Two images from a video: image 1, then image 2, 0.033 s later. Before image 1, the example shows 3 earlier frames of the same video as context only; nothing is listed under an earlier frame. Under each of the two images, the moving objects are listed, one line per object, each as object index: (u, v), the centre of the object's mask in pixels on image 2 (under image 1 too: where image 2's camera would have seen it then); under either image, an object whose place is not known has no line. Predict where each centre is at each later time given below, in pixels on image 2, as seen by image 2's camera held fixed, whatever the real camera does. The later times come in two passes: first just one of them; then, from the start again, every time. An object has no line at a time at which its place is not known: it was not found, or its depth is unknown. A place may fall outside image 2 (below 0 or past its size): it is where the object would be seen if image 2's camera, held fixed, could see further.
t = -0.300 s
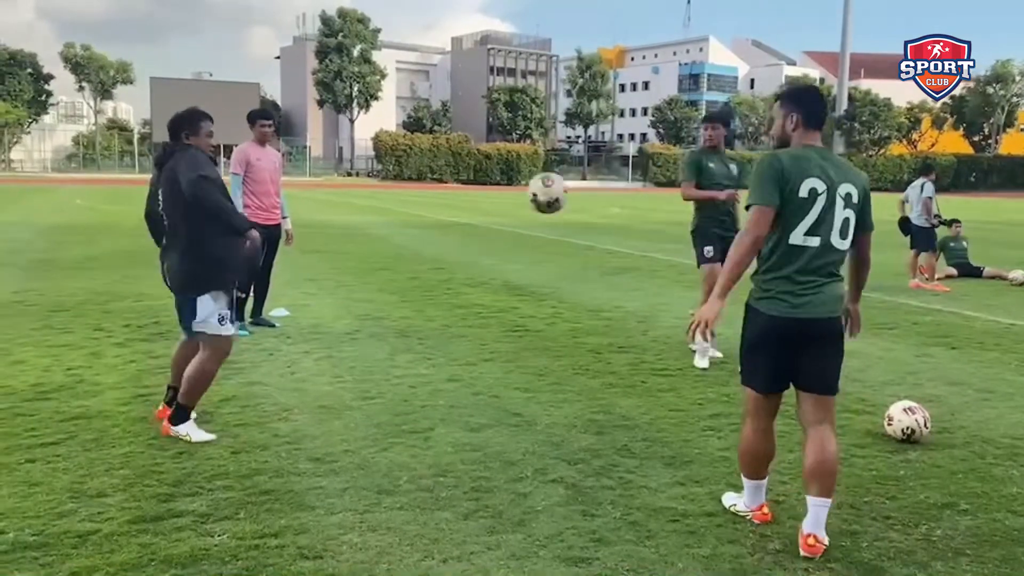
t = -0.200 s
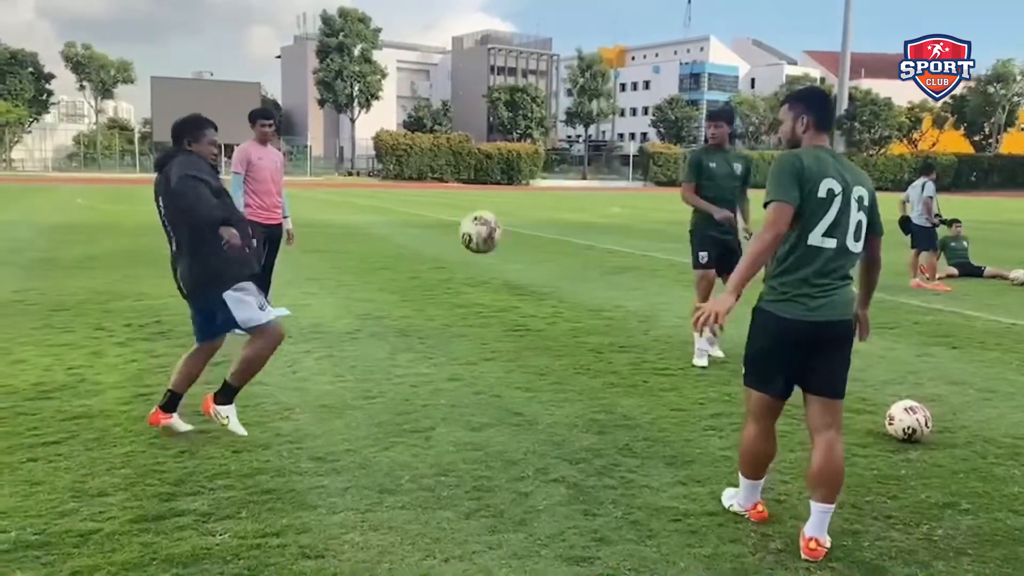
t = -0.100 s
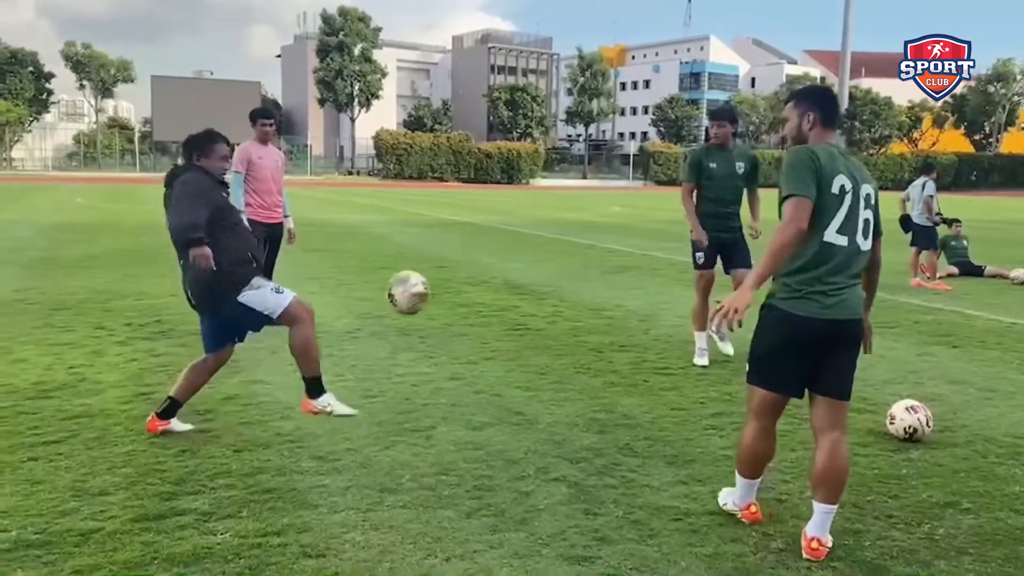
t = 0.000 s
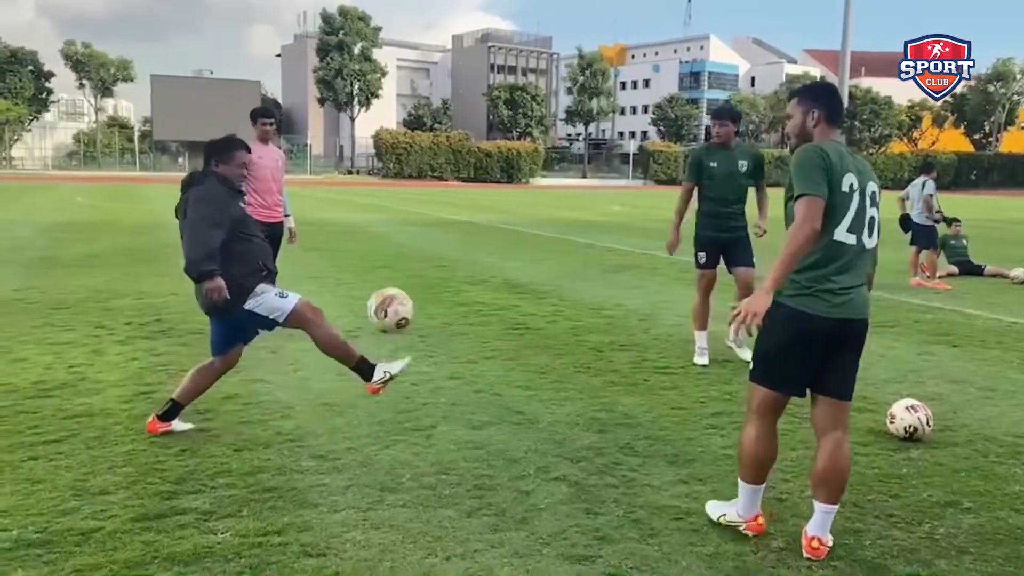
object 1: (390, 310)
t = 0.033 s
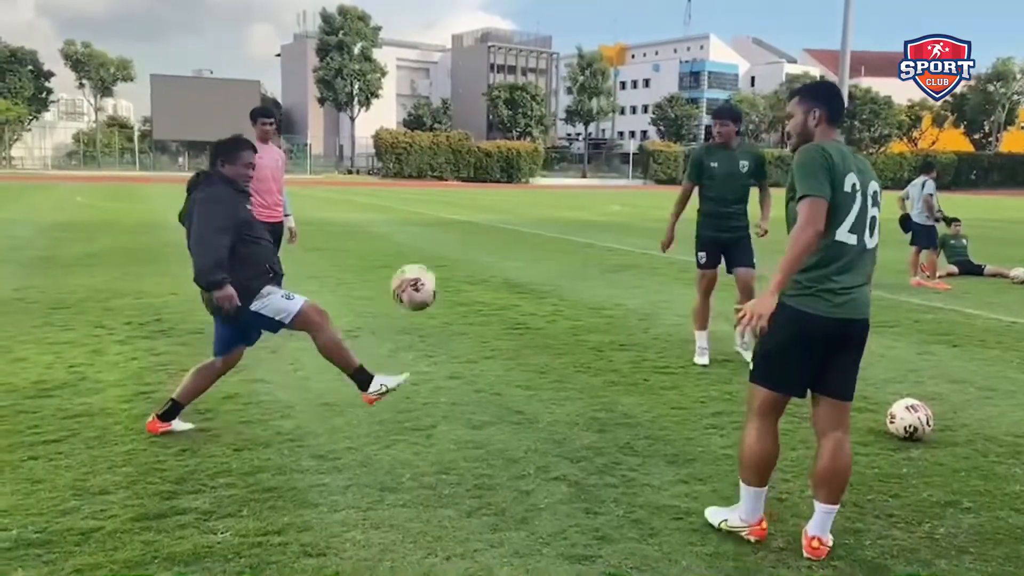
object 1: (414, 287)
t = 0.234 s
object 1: (581, 183)
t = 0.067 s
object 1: (439, 266)
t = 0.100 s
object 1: (466, 246)
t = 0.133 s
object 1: (492, 228)
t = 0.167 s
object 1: (521, 212)
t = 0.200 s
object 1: (550, 197)
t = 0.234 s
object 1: (581, 183)
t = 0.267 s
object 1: (613, 173)
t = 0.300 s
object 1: (646, 164)
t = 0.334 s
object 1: (681, 158)
